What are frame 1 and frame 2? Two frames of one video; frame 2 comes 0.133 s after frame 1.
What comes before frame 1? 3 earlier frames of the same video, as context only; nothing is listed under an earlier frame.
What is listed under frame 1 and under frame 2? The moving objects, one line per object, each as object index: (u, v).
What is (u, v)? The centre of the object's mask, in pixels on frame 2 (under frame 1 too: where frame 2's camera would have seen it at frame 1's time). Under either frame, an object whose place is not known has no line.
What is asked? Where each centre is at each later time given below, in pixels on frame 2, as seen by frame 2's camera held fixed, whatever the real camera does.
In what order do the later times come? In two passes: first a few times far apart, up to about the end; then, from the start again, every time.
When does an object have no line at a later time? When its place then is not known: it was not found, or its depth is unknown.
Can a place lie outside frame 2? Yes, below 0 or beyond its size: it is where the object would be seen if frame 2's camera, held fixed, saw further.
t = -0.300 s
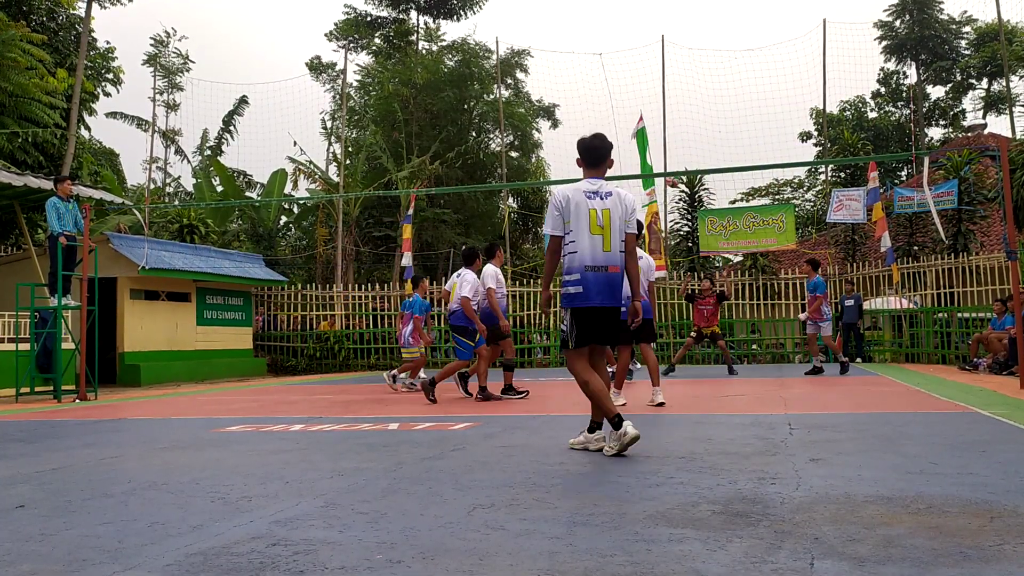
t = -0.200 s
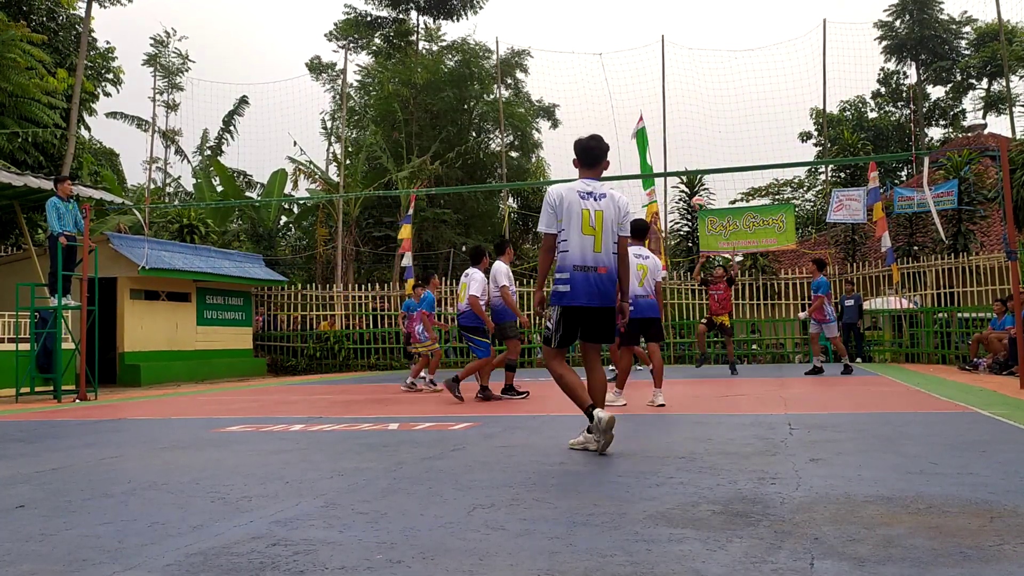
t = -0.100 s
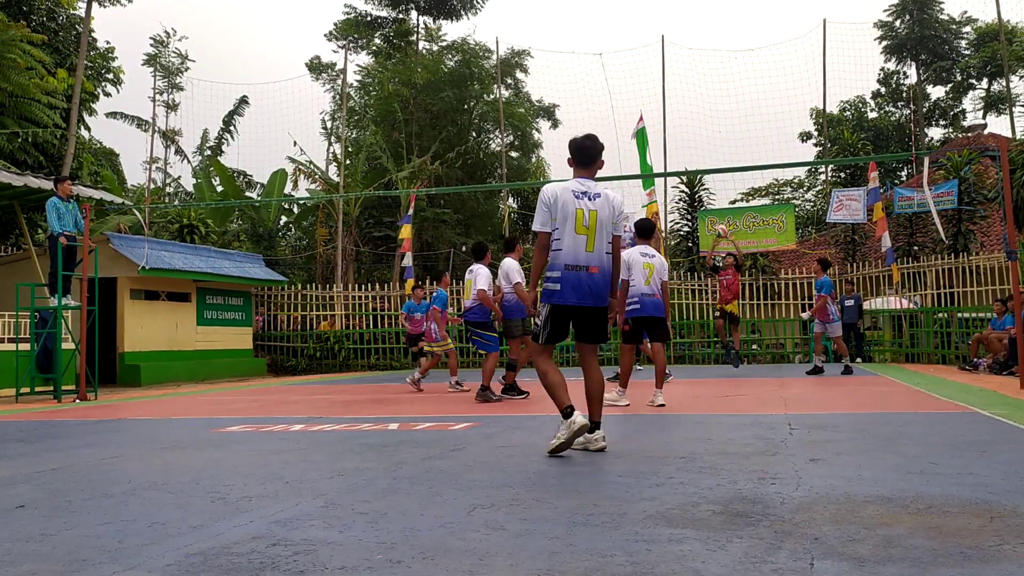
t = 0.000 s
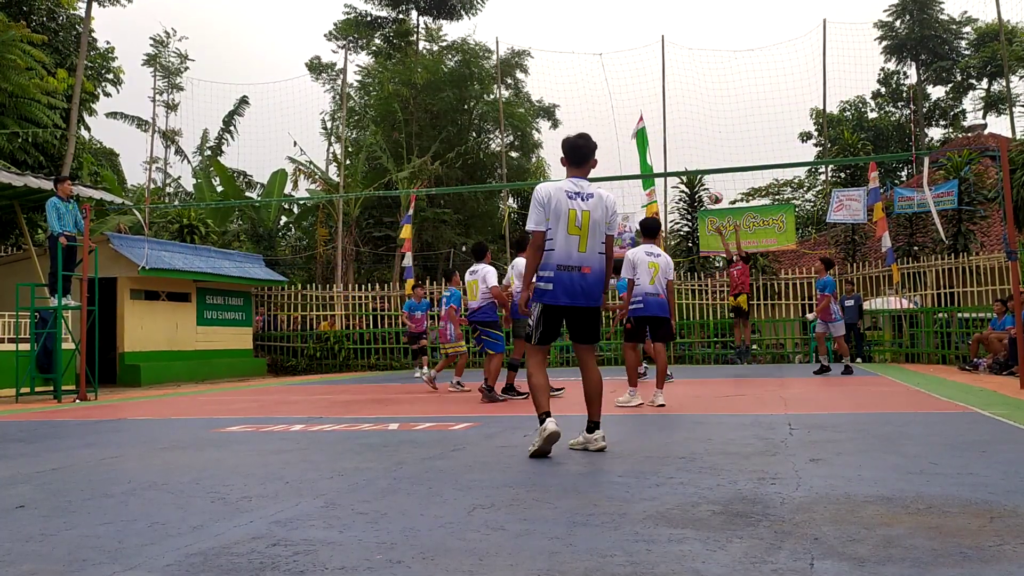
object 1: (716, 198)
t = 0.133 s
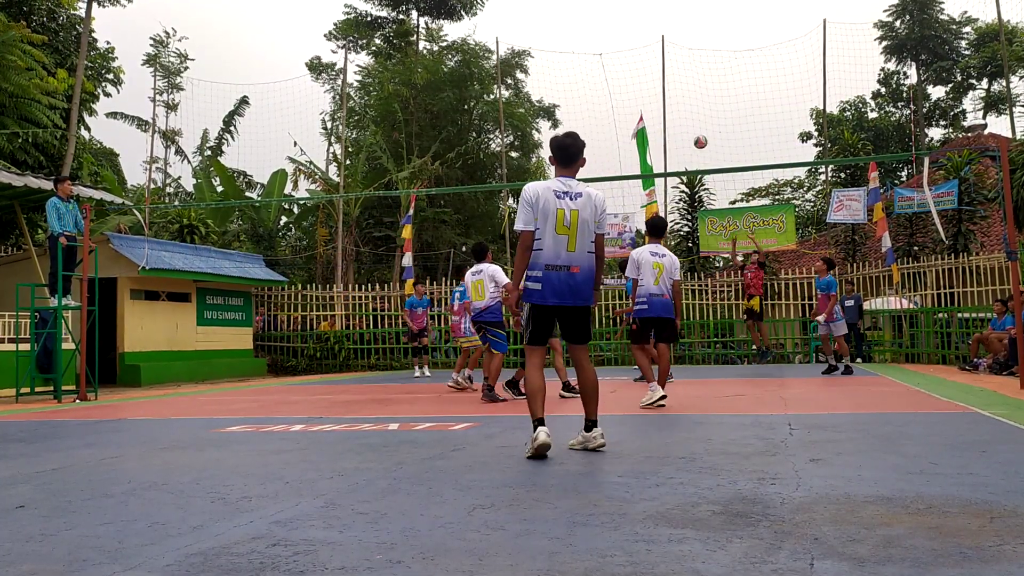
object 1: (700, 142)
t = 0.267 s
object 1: (685, 97)
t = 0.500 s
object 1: (659, 44)
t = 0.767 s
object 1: (629, 26)
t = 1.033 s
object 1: (600, 59)
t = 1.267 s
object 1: (574, 131)
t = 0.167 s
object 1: (696, 130)
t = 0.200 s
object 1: (692, 119)
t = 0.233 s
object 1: (689, 107)
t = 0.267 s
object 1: (685, 97)
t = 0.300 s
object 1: (681, 87)
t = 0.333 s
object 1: (678, 79)
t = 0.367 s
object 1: (674, 70)
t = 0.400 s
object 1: (670, 63)
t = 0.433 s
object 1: (667, 56)
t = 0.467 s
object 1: (663, 50)
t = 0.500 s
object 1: (659, 44)
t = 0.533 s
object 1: (656, 40)
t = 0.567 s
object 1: (652, 35)
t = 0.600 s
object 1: (648, 32)
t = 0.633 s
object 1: (644, 30)
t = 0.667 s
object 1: (641, 28)
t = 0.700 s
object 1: (637, 26)
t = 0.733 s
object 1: (633, 26)
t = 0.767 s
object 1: (629, 26)
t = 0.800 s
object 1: (626, 28)
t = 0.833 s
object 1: (622, 29)
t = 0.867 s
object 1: (618, 32)
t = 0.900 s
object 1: (614, 36)
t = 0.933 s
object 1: (611, 40)
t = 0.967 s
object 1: (607, 45)
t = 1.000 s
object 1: (603, 52)
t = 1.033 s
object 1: (600, 59)
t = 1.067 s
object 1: (596, 66)
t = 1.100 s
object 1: (592, 75)
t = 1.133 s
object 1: (588, 85)
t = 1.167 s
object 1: (585, 95)
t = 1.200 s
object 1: (581, 106)
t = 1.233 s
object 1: (578, 118)
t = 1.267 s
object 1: (574, 131)
